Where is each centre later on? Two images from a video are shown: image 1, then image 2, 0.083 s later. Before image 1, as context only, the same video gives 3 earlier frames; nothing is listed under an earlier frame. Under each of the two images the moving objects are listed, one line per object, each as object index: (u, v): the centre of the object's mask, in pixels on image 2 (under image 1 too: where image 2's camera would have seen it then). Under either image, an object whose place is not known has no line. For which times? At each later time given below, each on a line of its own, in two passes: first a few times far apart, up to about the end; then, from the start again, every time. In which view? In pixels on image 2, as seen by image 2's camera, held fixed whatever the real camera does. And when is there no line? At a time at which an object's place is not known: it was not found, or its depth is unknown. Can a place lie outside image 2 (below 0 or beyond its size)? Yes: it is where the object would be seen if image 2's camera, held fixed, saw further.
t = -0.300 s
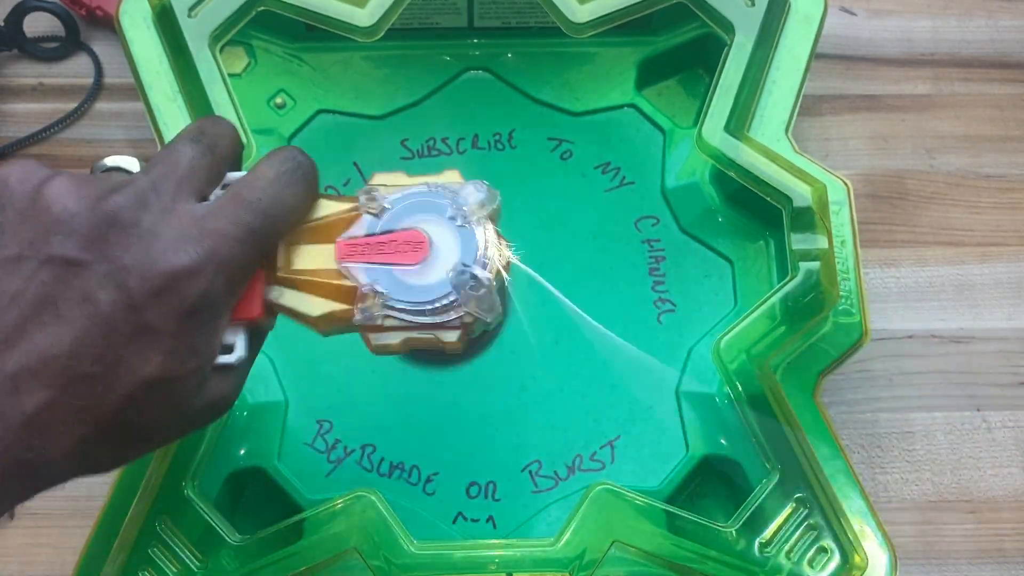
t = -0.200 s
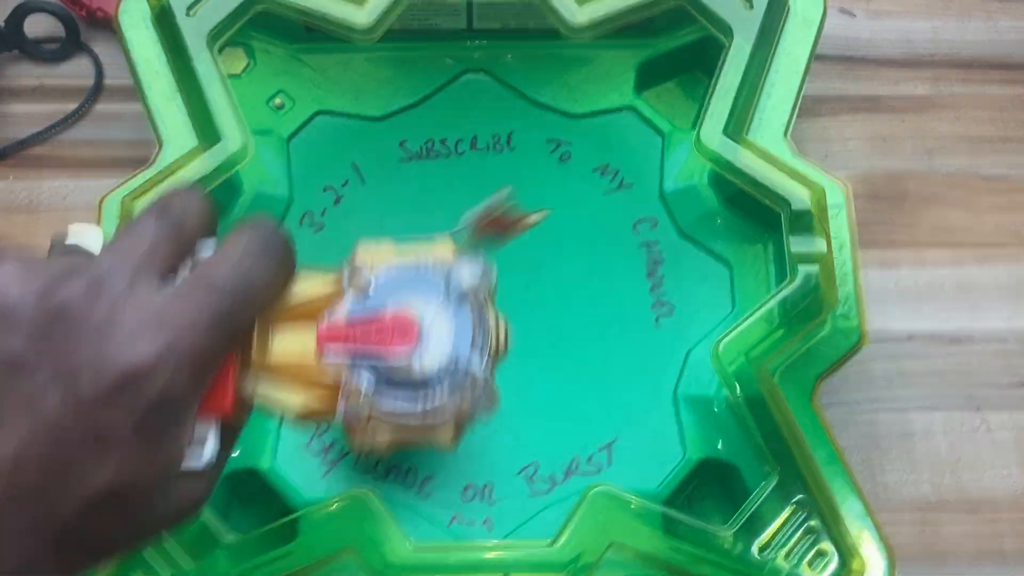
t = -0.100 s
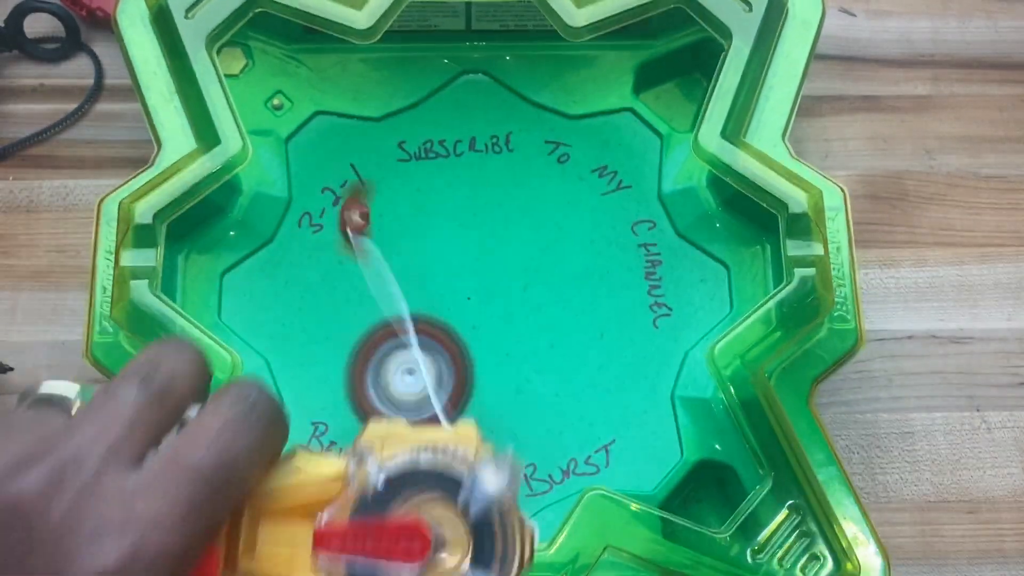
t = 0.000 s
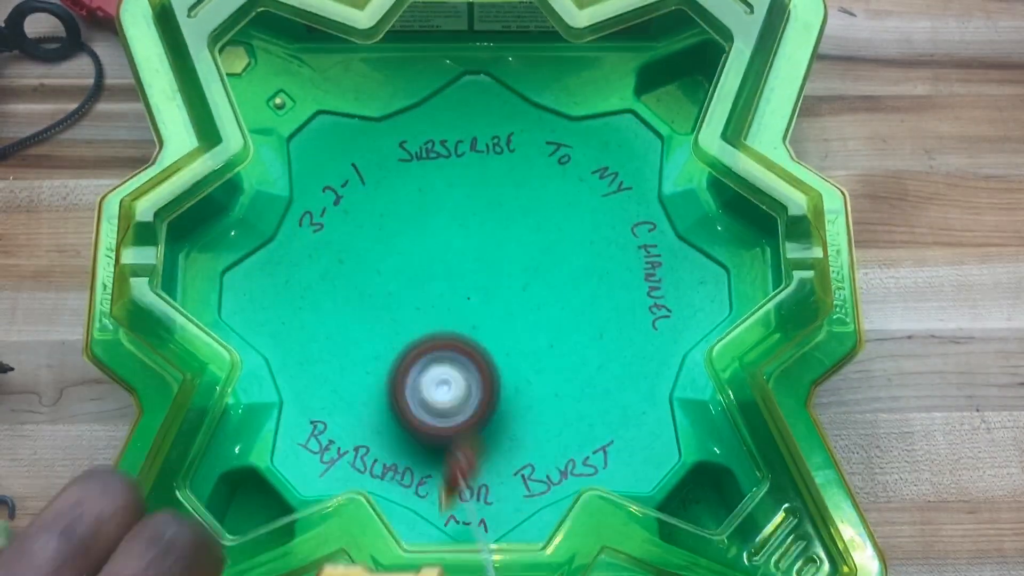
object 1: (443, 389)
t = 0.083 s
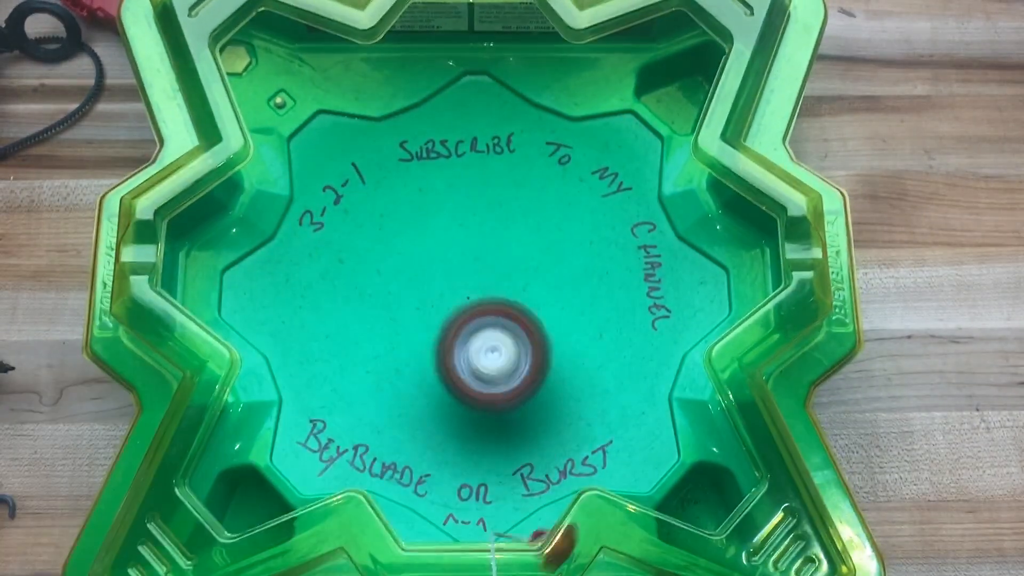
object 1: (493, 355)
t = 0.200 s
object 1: (554, 302)
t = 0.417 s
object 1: (554, 186)
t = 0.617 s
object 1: (402, 174)
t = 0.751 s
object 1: (310, 273)
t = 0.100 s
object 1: (503, 351)
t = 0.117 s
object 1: (513, 348)
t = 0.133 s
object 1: (521, 343)
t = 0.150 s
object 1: (530, 331)
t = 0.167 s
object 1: (538, 320)
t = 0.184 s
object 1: (547, 311)
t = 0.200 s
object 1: (554, 302)
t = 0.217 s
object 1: (561, 293)
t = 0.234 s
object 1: (566, 283)
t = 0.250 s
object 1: (571, 273)
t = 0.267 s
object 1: (574, 263)
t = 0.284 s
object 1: (577, 253)
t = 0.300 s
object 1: (578, 244)
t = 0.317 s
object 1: (578, 235)
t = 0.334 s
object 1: (577, 227)
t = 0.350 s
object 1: (574, 218)
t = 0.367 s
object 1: (571, 209)
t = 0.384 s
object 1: (566, 201)
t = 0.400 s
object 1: (560, 193)
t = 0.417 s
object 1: (554, 186)
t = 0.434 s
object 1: (545, 179)
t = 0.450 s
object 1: (536, 173)
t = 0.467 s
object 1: (525, 169)
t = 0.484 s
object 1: (513, 164)
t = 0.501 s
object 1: (501, 161)
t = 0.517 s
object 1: (488, 159)
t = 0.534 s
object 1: (474, 159)
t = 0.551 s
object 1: (460, 159)
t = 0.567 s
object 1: (445, 160)
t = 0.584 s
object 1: (431, 163)
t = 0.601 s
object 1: (416, 168)
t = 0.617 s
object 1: (402, 174)
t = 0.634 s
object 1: (387, 182)
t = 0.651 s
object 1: (373, 190)
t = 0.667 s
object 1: (360, 200)
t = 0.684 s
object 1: (348, 212)
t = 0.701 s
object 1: (336, 226)
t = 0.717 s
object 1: (326, 240)
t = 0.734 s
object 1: (318, 256)
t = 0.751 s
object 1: (310, 273)
